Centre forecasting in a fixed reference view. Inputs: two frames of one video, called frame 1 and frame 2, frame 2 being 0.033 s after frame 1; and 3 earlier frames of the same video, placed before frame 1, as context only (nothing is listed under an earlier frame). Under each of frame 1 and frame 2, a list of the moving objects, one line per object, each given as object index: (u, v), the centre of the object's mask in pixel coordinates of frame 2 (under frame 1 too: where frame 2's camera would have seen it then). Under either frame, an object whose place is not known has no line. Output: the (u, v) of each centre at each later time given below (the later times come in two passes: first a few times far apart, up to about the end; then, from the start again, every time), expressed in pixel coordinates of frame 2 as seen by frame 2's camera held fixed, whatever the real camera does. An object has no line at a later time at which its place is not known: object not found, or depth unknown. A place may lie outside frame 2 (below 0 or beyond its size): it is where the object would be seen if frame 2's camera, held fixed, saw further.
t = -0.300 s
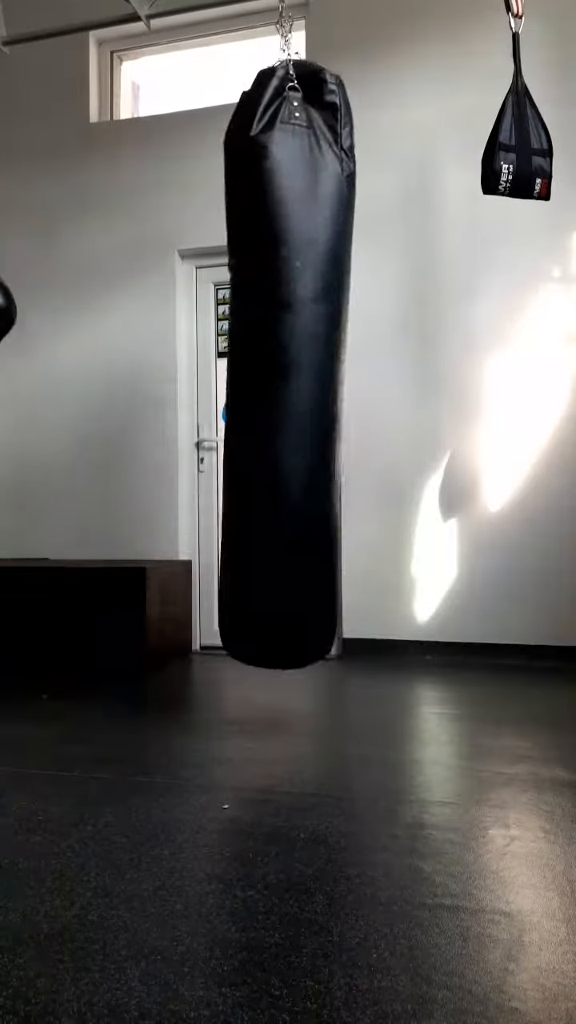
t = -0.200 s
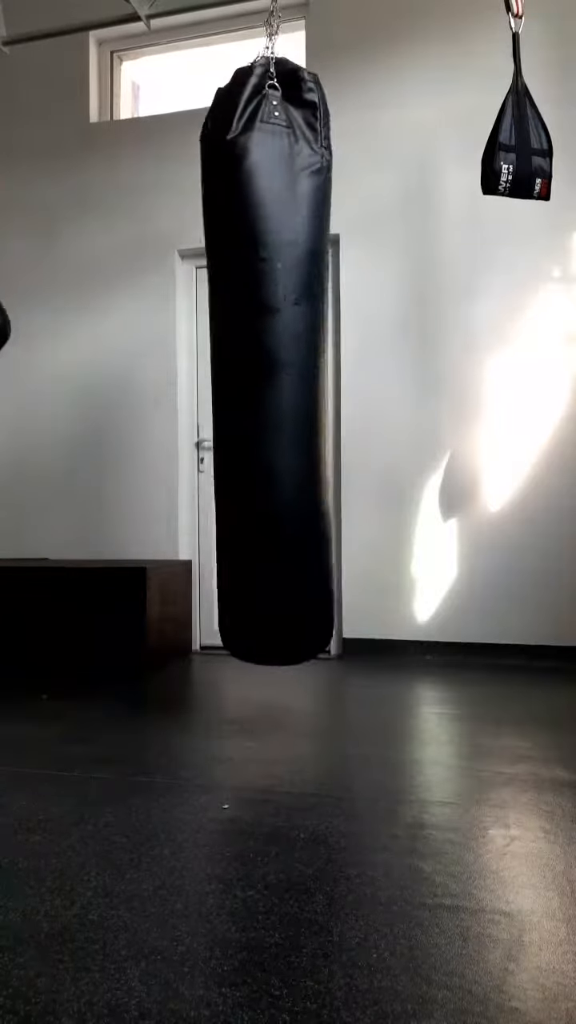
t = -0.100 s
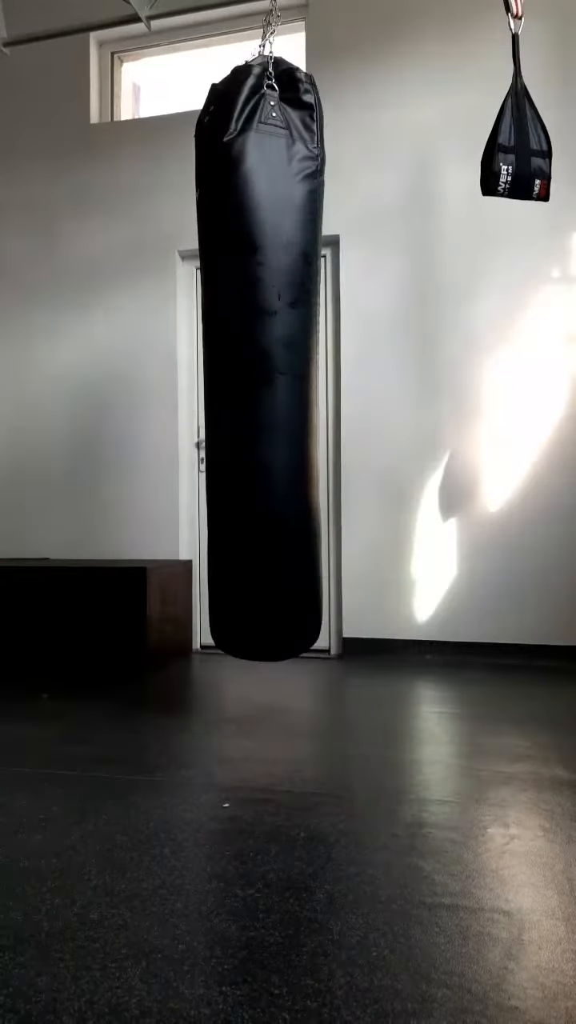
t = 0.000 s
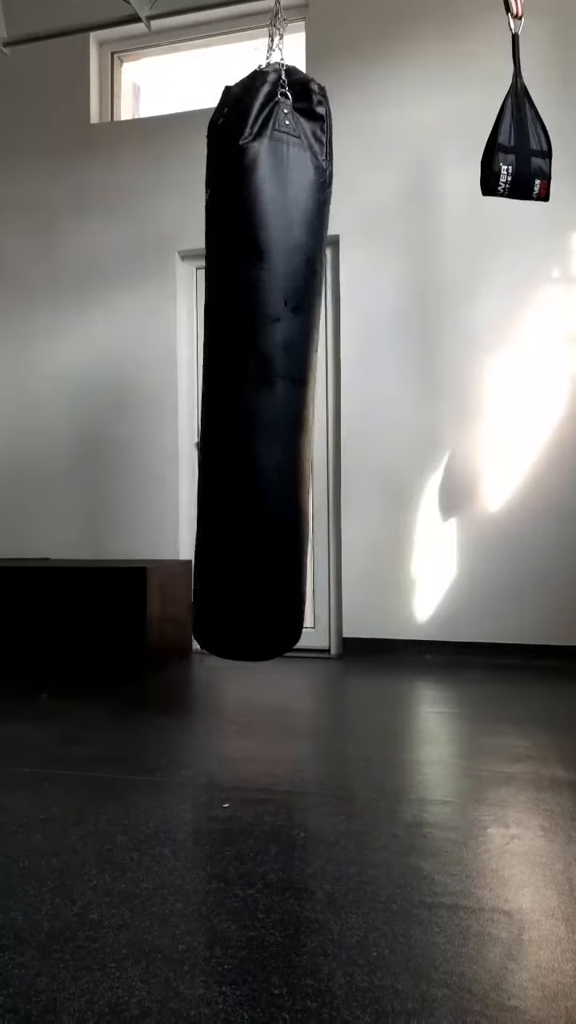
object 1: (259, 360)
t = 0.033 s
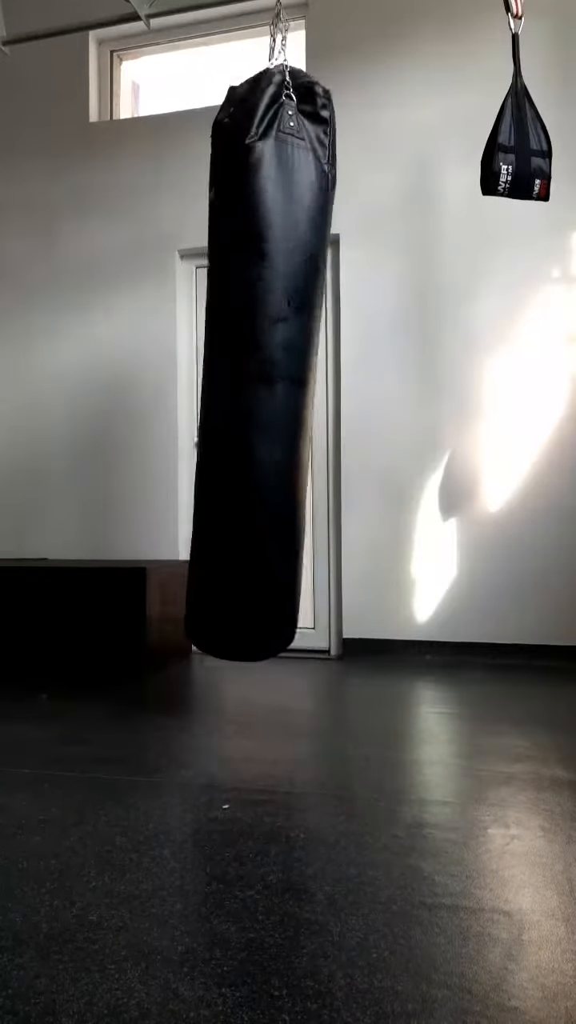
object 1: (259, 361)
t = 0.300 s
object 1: (251, 360)
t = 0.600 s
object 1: (258, 363)
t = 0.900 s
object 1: (275, 366)
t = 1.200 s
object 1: (301, 375)
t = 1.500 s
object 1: (315, 371)
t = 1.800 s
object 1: (313, 376)
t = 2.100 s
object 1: (291, 368)
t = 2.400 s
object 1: (268, 367)
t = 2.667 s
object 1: (254, 359)
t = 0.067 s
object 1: (259, 363)
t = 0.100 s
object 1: (259, 364)
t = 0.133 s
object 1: (258, 364)
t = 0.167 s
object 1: (257, 364)
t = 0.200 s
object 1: (256, 363)
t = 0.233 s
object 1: (254, 363)
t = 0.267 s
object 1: (253, 362)
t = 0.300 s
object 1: (251, 360)
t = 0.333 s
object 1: (250, 358)
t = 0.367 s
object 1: (249, 356)
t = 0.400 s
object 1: (248, 355)
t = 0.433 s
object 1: (249, 354)
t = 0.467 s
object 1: (249, 356)
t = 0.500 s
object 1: (251, 356)
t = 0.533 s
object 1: (253, 358)
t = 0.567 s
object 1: (255, 361)
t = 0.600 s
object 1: (258, 363)
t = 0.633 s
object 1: (260, 365)
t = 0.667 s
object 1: (262, 367)
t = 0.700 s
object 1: (264, 368)
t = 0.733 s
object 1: (266, 369)
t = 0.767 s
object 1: (268, 369)
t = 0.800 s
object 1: (270, 370)
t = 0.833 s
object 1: (272, 369)
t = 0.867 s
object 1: (273, 368)
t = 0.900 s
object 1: (275, 366)
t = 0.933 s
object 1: (278, 366)
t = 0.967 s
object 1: (281, 365)
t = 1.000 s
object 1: (283, 365)
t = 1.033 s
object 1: (286, 366)
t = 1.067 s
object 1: (289, 367)
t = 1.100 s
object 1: (292, 369)
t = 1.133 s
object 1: (295, 371)
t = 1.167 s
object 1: (298, 373)
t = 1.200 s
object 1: (301, 375)
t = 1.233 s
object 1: (304, 376)
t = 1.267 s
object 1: (306, 376)
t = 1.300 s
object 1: (308, 376)
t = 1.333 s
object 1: (310, 377)
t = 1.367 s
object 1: (311, 376)
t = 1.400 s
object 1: (313, 375)
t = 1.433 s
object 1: (314, 374)
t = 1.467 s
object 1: (314, 372)
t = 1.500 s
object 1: (315, 371)
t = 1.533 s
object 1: (315, 371)
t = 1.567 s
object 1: (316, 371)
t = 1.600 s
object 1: (316, 371)
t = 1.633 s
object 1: (316, 372)
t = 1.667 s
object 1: (316, 373)
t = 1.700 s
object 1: (316, 374)
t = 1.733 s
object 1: (315, 375)
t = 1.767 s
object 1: (314, 375)
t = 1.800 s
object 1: (313, 376)
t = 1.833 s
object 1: (312, 376)
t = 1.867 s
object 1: (310, 375)
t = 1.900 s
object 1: (307, 374)
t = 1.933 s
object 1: (305, 373)
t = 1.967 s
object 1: (302, 372)
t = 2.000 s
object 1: (299, 370)
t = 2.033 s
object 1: (297, 368)
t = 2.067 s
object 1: (294, 367)
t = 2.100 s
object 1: (291, 368)
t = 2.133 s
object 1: (288, 368)
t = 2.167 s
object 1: (285, 369)
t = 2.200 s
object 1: (282, 369)
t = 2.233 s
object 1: (281, 368)
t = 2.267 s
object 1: (278, 368)
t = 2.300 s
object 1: (276, 367)
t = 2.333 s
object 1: (273, 368)
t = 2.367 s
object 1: (270, 367)
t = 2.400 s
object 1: (268, 367)
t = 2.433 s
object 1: (266, 366)
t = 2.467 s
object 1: (264, 364)
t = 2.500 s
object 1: (262, 365)
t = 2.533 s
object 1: (260, 360)
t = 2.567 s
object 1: (257, 362)
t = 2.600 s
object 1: (256, 361)
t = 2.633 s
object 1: (254, 360)
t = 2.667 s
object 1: (254, 359)
